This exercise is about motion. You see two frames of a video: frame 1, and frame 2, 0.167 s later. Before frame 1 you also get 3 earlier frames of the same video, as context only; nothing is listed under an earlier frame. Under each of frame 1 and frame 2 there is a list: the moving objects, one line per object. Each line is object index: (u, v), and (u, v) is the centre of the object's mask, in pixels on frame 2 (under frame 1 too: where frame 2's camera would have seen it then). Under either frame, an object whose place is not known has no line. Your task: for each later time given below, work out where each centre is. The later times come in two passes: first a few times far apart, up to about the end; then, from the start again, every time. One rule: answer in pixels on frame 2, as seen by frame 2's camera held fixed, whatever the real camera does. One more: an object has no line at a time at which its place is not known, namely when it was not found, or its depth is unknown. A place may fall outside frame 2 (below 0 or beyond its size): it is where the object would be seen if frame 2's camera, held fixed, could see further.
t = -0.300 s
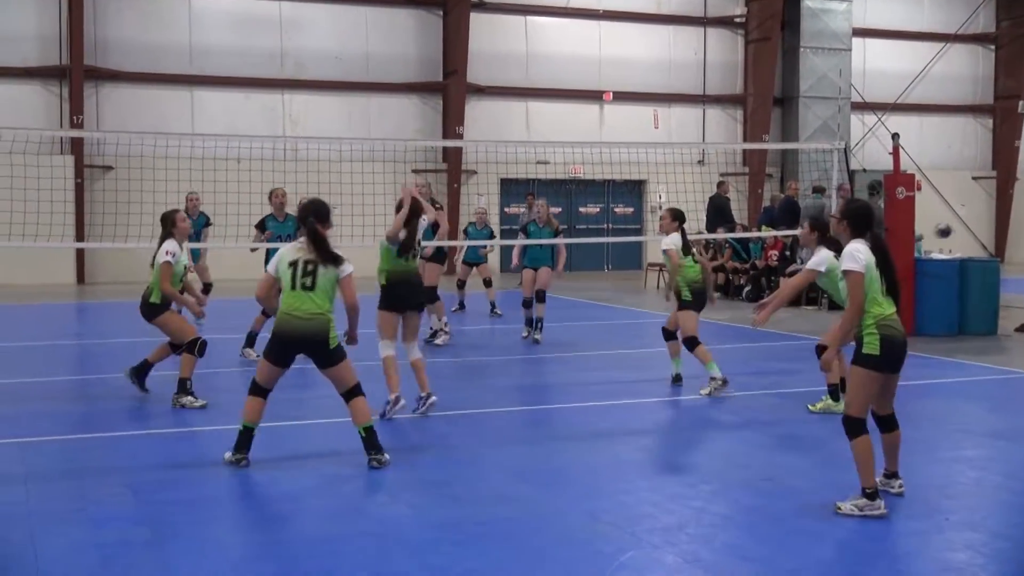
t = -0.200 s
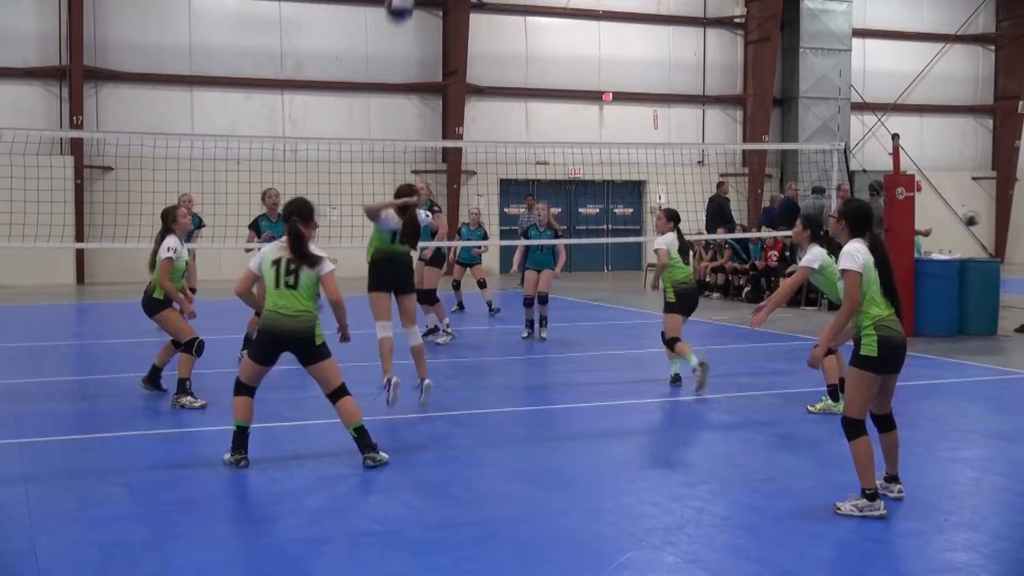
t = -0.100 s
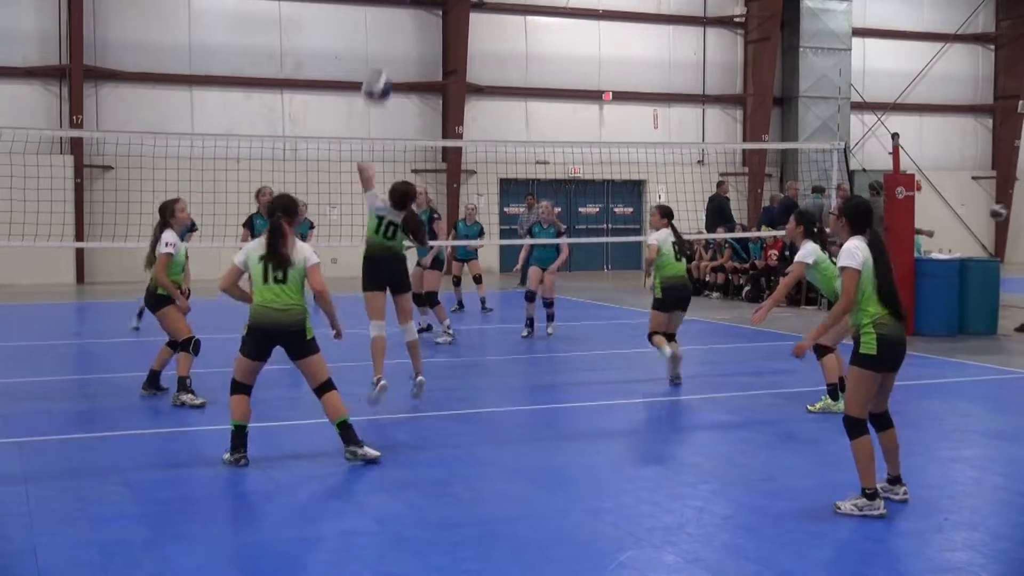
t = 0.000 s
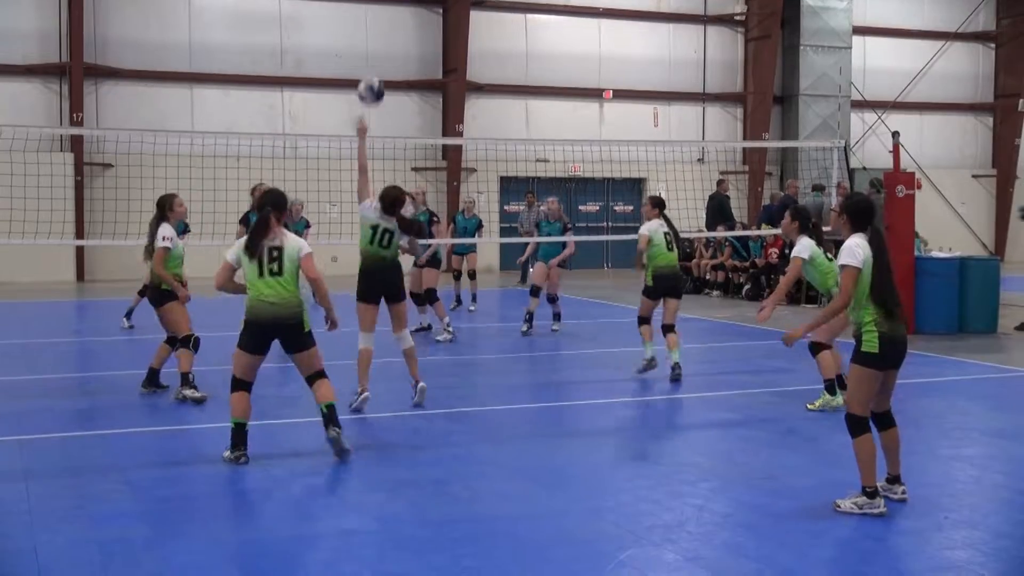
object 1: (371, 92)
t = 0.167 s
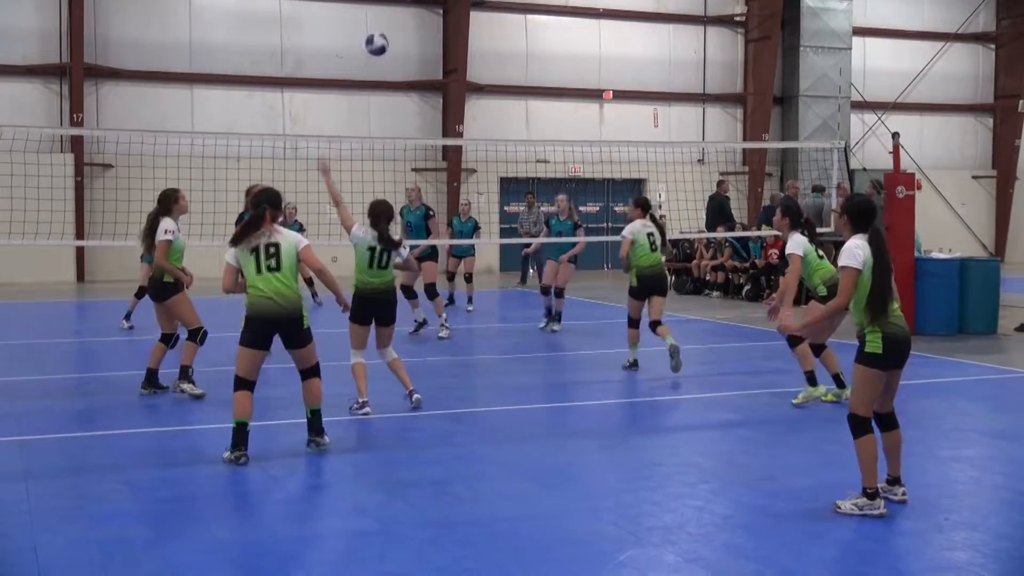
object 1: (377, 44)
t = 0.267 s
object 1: (379, 36)
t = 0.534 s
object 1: (386, 58)
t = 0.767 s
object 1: (394, 112)
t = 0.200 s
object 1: (377, 40)
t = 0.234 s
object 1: (378, 37)
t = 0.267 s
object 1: (379, 36)
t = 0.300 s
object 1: (380, 35)
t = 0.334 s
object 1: (381, 35)
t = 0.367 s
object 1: (382, 37)
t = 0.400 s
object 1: (383, 40)
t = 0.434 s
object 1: (384, 43)
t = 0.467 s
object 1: (384, 47)
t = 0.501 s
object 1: (385, 52)
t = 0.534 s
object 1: (386, 58)
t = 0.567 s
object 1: (386, 64)
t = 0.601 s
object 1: (387, 71)
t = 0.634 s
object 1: (389, 78)
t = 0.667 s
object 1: (391, 86)
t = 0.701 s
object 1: (391, 95)
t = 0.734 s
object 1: (393, 104)
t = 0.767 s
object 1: (394, 112)
